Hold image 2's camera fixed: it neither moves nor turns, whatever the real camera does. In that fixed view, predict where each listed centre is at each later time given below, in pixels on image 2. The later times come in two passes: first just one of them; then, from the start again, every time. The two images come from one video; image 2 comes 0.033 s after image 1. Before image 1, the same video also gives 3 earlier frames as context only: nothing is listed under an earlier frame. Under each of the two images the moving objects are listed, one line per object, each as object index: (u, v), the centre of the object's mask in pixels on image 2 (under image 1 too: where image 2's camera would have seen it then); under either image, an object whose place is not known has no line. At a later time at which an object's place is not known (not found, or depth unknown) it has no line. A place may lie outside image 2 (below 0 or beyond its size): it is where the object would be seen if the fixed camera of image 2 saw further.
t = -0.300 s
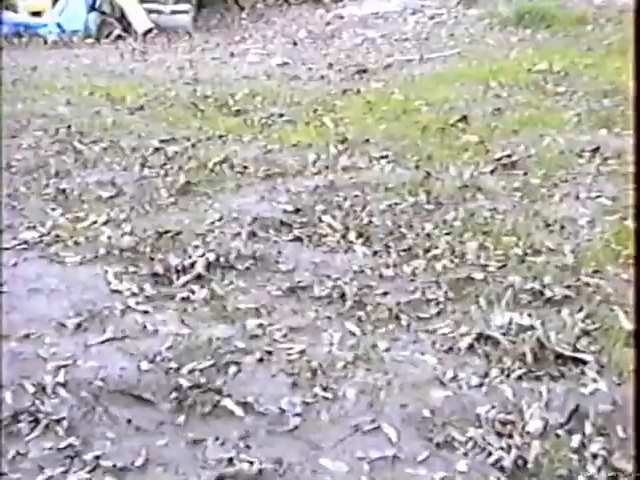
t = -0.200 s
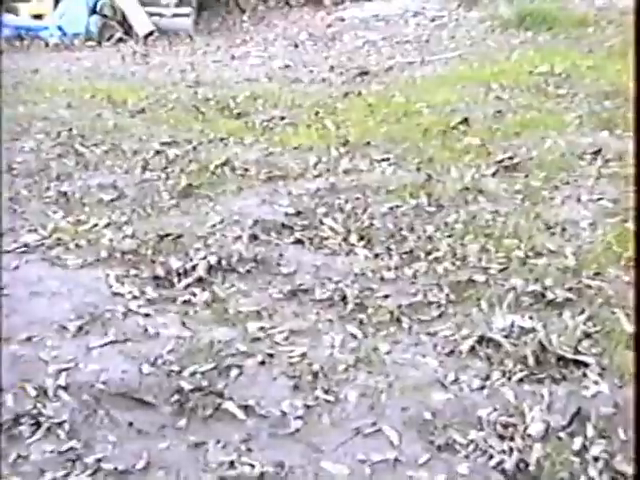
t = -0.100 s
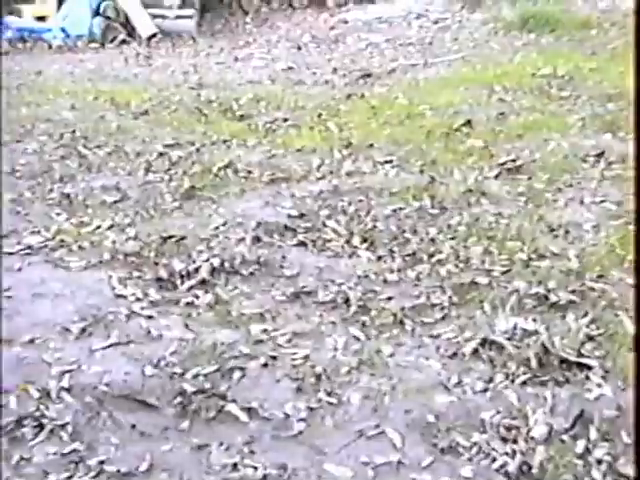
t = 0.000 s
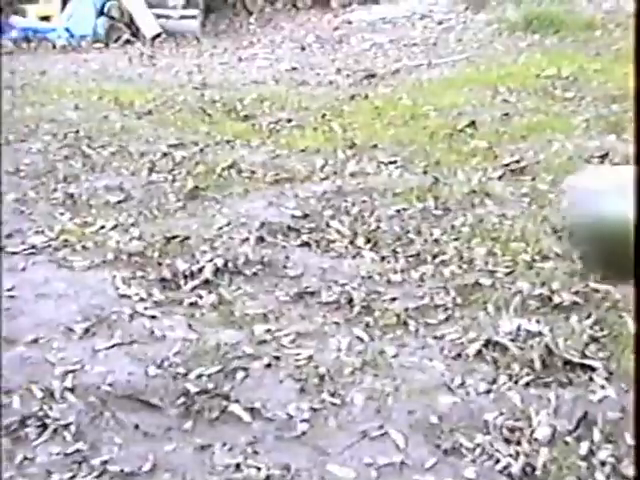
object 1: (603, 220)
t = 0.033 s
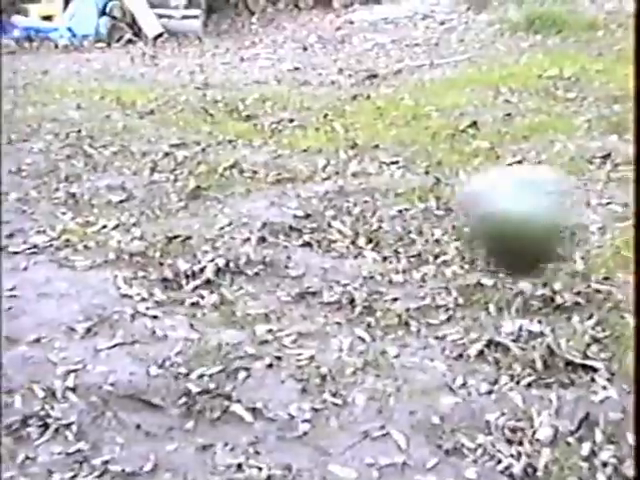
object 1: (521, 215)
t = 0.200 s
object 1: (145, 185)
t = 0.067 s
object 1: (424, 219)
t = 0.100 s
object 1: (338, 224)
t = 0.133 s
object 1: (260, 232)
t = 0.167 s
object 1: (199, 207)
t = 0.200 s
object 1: (145, 185)
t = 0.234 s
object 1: (96, 170)
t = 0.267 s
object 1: (48, 160)
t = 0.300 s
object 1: (6, 155)
